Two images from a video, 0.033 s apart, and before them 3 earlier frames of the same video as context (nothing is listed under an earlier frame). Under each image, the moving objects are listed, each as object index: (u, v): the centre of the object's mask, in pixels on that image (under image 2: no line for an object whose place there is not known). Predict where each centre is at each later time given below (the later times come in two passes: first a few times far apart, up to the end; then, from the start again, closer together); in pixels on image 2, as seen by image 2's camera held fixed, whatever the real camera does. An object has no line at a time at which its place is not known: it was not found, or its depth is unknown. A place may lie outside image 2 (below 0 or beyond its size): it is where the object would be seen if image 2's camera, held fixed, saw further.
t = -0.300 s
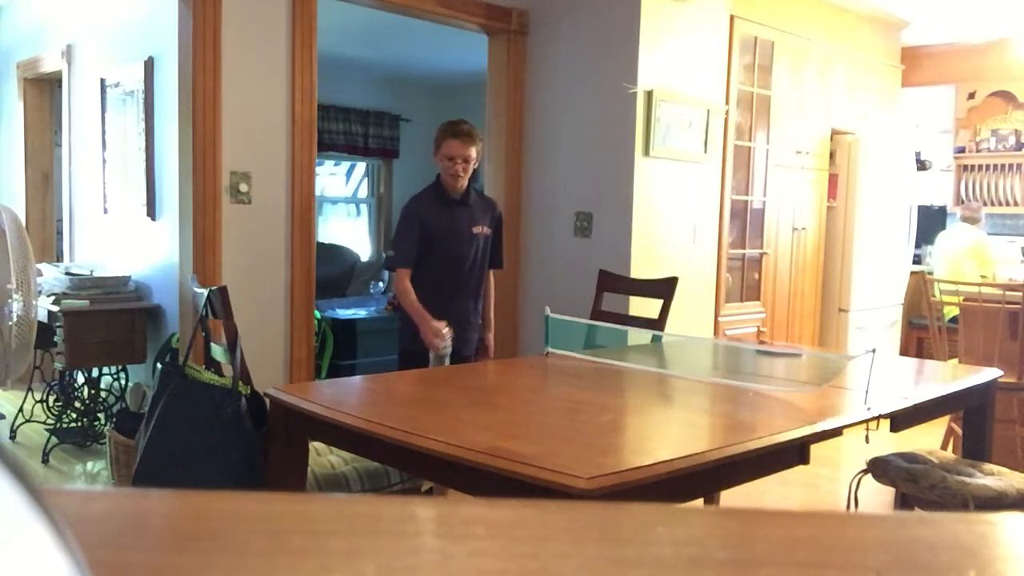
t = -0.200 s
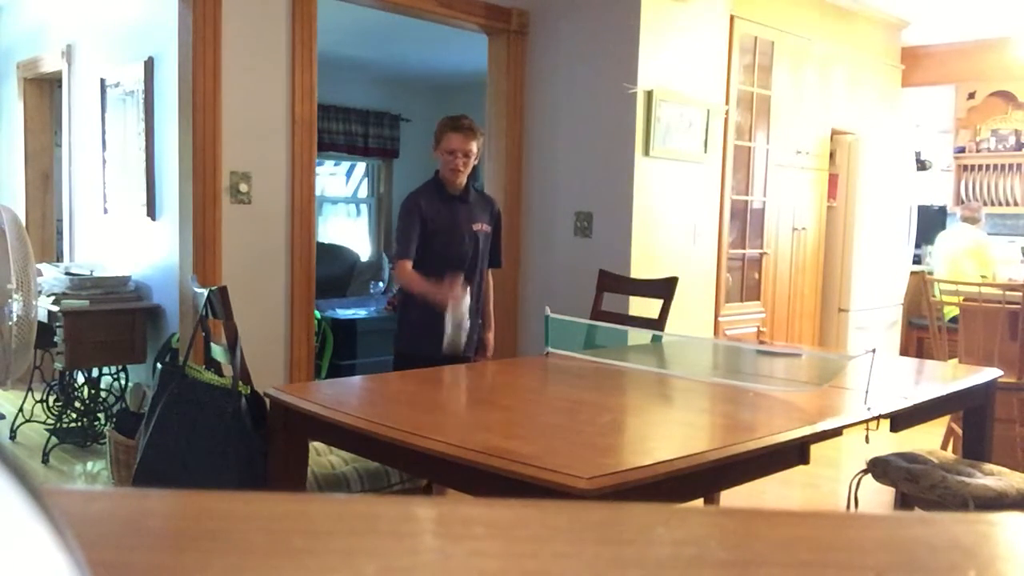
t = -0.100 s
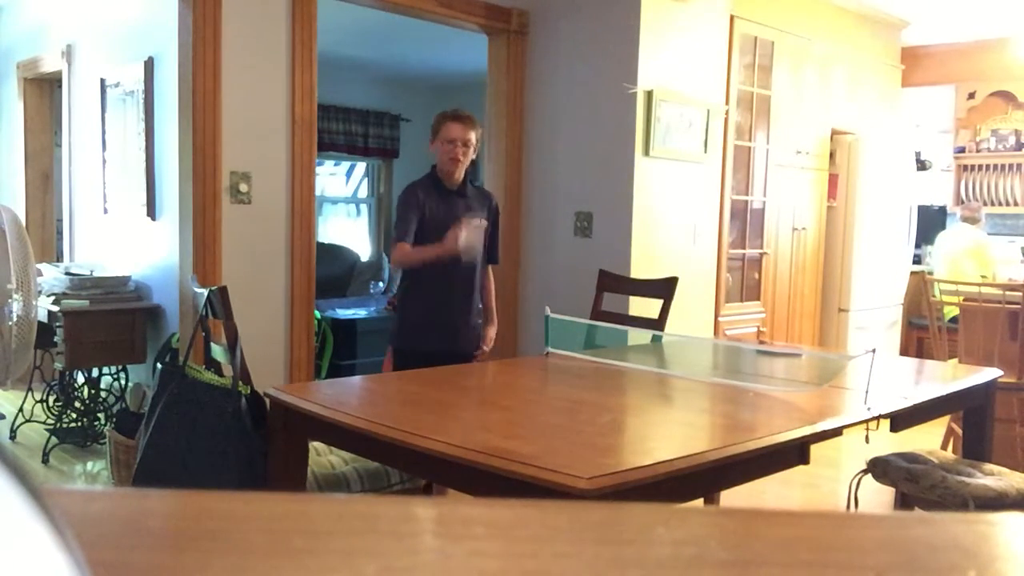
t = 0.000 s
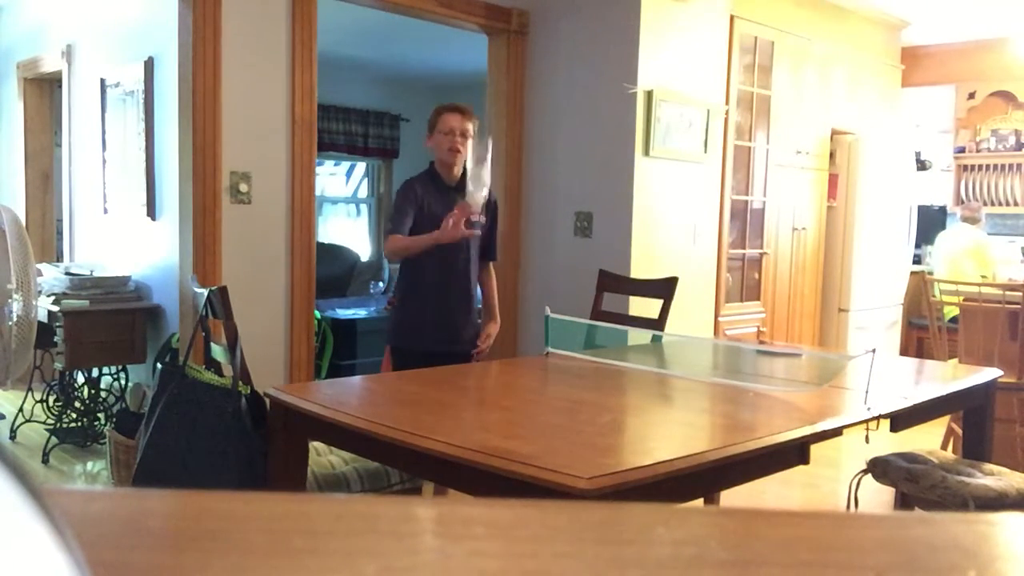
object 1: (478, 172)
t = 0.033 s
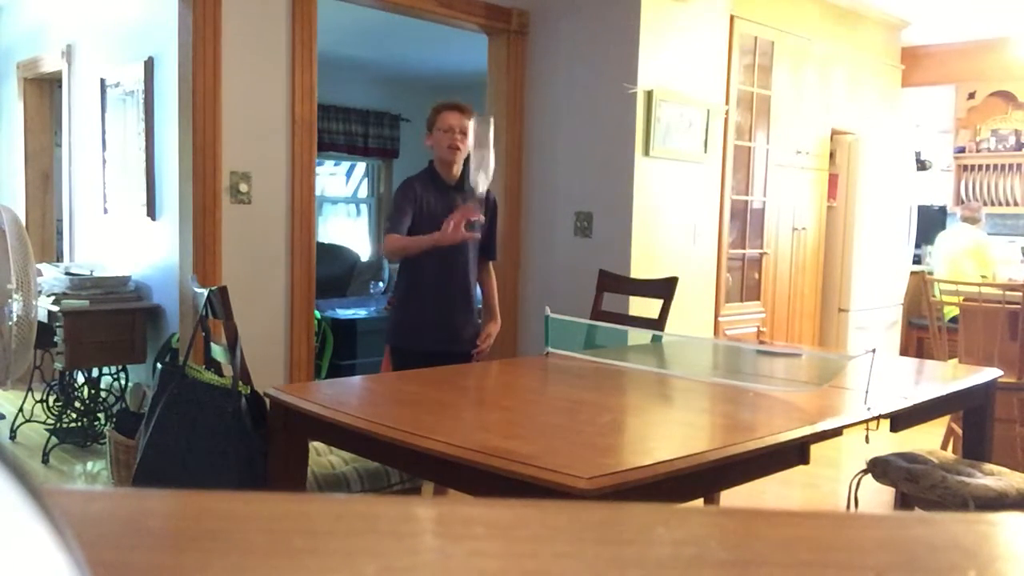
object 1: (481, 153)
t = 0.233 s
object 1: (499, 132)
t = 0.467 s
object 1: (515, 310)
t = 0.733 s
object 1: (526, 394)
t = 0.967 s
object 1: (525, 403)
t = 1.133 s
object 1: (524, 403)
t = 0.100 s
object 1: (487, 131)
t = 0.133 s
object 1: (491, 126)
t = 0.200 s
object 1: (496, 125)
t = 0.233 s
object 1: (499, 132)
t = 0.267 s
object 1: (501, 142)
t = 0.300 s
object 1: (503, 159)
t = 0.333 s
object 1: (505, 179)
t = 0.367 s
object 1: (508, 205)
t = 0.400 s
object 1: (510, 235)
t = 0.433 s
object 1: (513, 270)
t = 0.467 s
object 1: (515, 310)
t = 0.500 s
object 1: (516, 351)
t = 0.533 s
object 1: (519, 382)
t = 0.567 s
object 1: (520, 376)
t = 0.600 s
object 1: (521, 371)
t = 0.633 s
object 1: (522, 371)
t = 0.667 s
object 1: (523, 375)
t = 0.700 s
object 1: (525, 382)
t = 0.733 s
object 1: (526, 394)
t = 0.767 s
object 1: (526, 399)
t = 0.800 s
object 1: (526, 398)
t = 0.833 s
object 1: (526, 400)
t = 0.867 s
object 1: (526, 402)
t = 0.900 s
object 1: (526, 402)
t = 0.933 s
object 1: (525, 403)
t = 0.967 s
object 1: (525, 403)
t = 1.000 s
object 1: (525, 403)
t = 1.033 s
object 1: (525, 403)
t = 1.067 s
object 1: (524, 403)
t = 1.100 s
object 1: (524, 403)
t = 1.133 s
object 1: (524, 403)
